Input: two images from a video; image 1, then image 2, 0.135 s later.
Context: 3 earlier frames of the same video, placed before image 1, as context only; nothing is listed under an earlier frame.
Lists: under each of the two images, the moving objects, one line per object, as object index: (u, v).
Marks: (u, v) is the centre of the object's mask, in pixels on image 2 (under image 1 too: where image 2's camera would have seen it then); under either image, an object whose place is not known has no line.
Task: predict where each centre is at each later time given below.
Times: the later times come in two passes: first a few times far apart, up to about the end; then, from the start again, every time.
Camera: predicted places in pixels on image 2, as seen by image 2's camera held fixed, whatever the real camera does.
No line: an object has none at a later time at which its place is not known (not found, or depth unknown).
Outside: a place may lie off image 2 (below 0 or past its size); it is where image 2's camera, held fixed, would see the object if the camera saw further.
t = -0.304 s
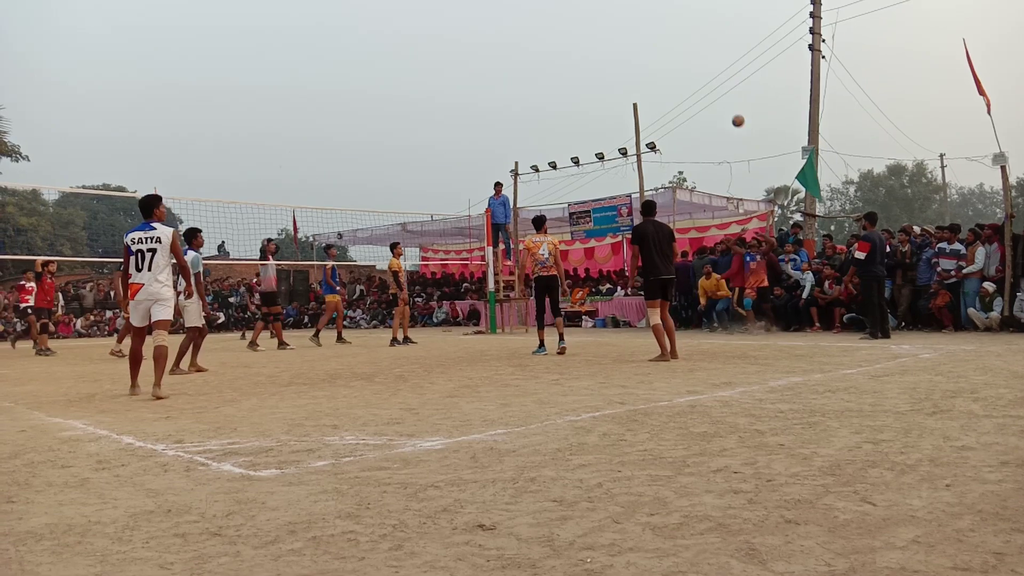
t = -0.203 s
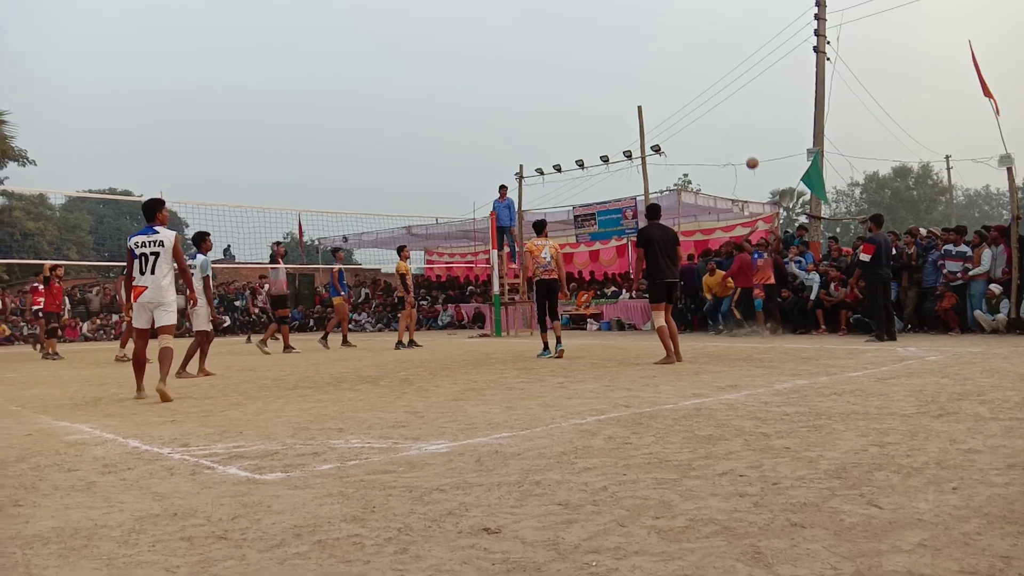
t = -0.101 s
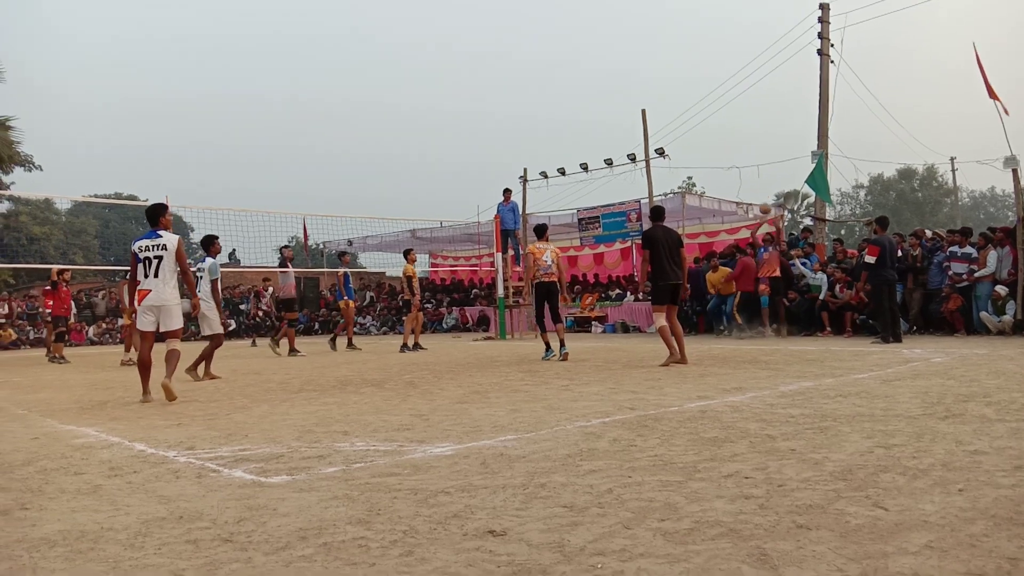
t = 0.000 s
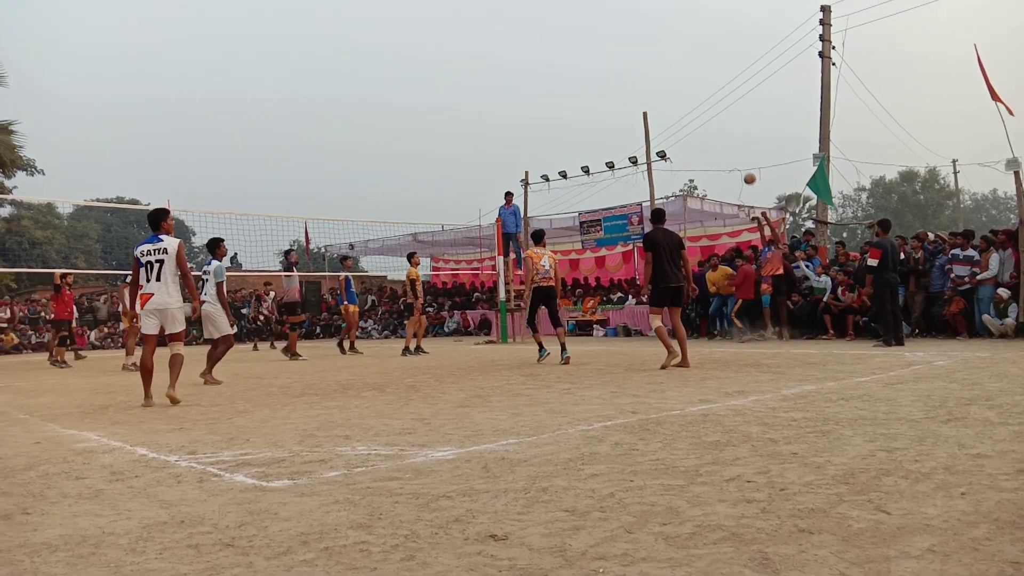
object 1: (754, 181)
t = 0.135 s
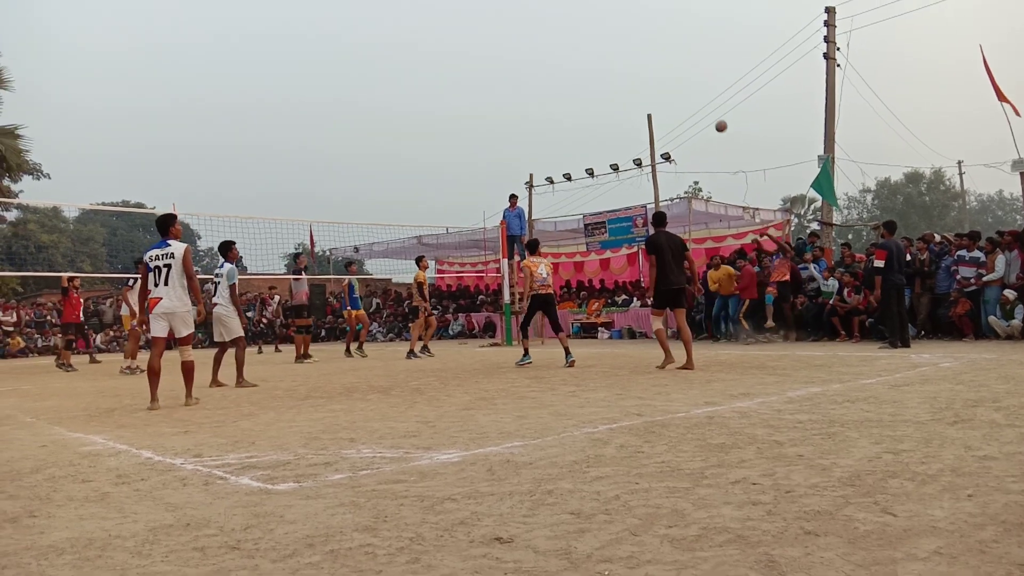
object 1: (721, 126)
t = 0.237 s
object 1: (697, 92)
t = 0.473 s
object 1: (639, 36)
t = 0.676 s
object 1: (591, 12)
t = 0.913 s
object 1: (536, 13)
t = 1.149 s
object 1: (481, 49)
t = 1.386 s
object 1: (426, 122)
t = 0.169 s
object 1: (713, 114)
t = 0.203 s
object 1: (705, 103)
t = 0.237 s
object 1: (697, 92)
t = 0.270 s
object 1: (688, 82)
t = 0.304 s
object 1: (680, 73)
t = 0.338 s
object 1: (672, 64)
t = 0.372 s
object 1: (664, 56)
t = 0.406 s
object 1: (656, 48)
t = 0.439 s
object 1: (648, 41)
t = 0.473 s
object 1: (639, 36)
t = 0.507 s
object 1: (632, 29)
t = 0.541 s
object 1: (624, 25)
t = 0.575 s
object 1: (616, 22)
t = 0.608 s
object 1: (608, 19)
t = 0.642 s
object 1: (600, 15)
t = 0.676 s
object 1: (591, 12)
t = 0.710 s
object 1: (584, 9)
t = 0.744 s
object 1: (576, 7)
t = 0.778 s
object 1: (568, 8)
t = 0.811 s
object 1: (560, 8)
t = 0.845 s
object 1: (552, 9)
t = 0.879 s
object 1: (545, 10)
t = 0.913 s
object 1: (536, 13)
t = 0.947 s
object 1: (528, 16)
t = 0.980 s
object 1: (521, 20)
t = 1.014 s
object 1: (513, 24)
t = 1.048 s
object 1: (505, 30)
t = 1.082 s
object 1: (496, 36)
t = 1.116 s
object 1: (489, 42)
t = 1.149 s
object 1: (481, 49)
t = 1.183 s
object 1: (473, 58)
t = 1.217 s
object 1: (465, 67)
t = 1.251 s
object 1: (457, 76)
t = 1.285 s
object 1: (450, 86)
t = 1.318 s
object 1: (442, 98)
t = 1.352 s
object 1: (434, 109)
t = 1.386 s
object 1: (426, 122)
